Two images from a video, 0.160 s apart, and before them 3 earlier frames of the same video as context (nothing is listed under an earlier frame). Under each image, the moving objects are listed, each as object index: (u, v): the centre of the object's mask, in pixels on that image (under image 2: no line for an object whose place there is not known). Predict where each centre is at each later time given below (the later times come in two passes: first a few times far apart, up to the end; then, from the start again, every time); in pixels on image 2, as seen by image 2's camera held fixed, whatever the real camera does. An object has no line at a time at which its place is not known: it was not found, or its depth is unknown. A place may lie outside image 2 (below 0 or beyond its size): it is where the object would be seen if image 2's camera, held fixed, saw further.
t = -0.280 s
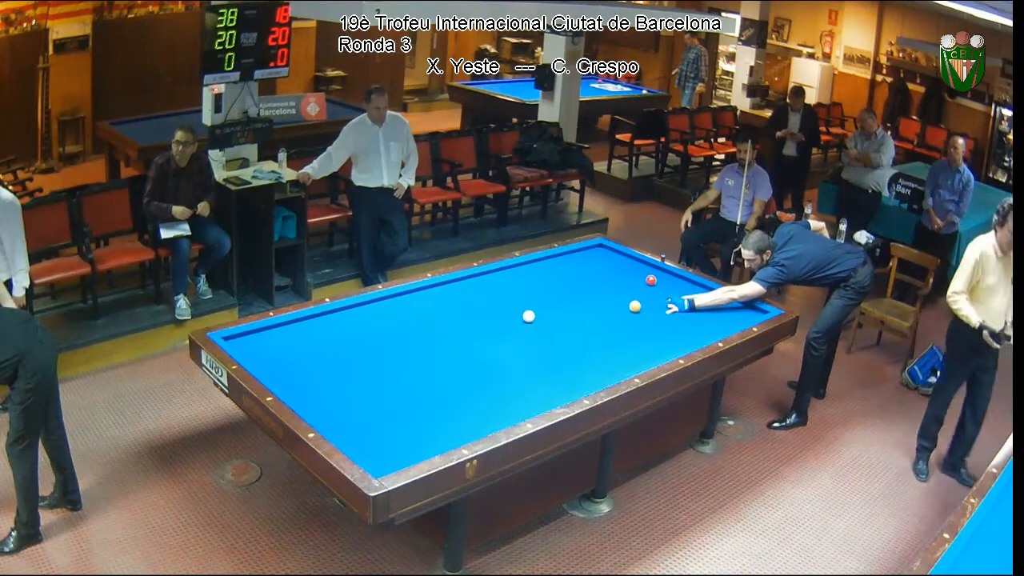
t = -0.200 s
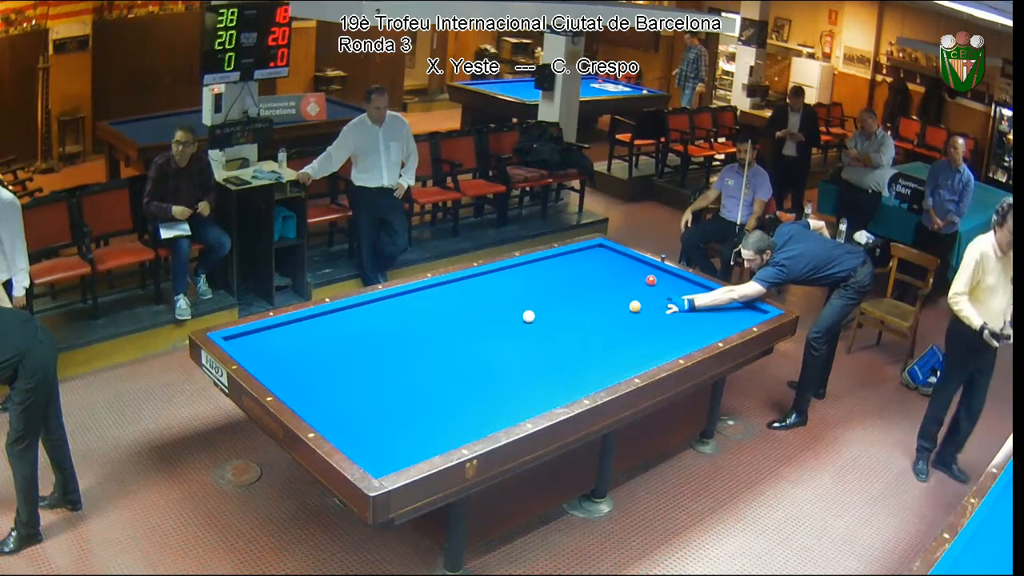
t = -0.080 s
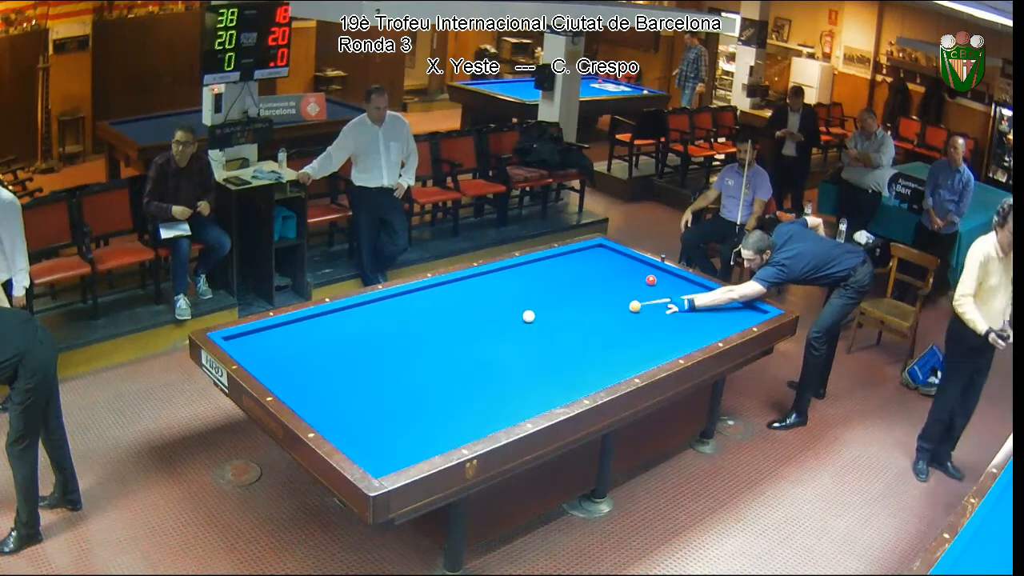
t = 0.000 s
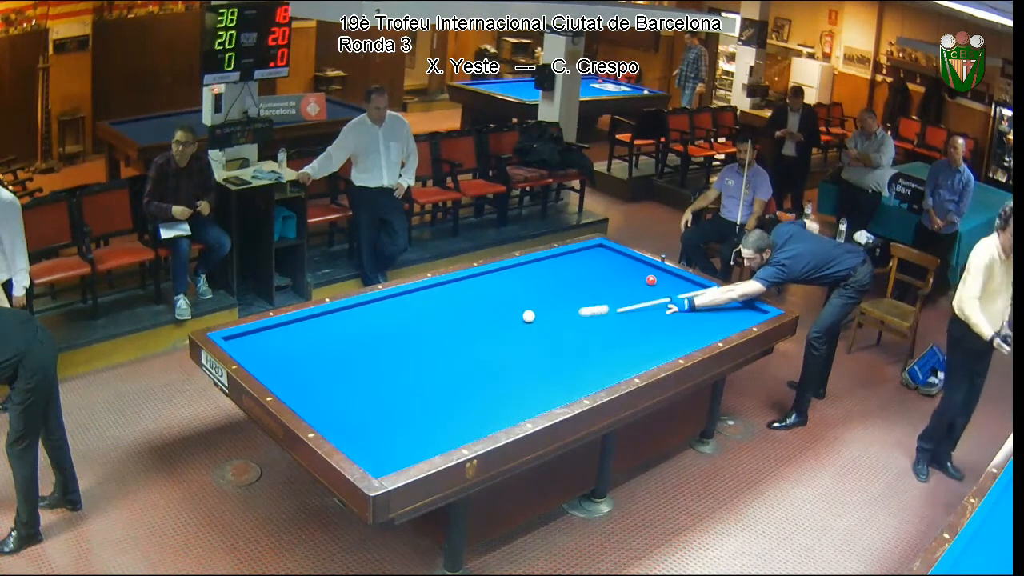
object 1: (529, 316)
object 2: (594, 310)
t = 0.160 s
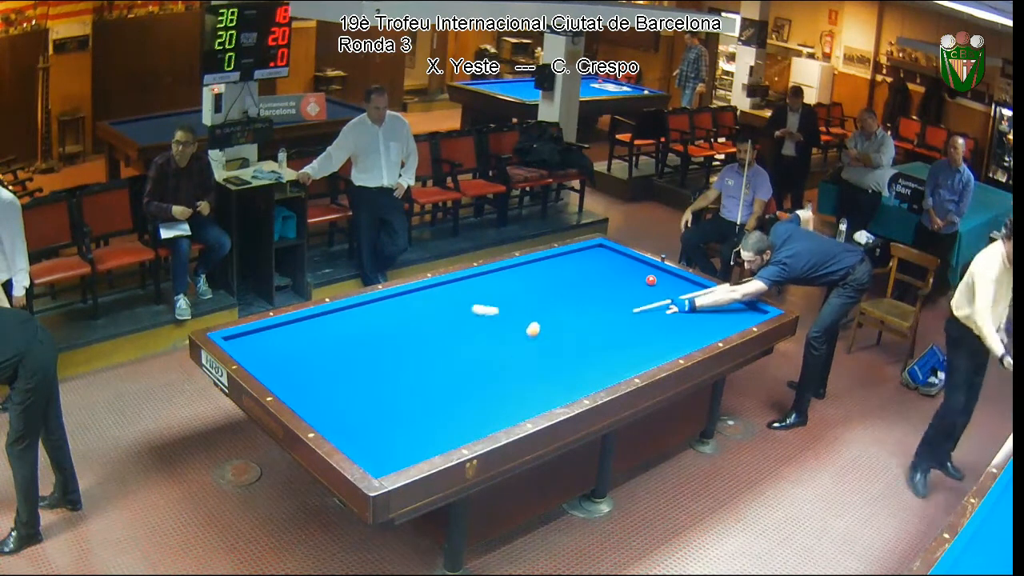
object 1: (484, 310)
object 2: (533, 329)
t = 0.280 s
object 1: (422, 302)
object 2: (521, 347)
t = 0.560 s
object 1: (383, 325)
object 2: (486, 390)
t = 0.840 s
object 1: (375, 363)
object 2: (445, 438)
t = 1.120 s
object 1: (366, 406)
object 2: (378, 440)
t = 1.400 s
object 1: (374, 451)
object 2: (400, 399)
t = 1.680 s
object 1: (405, 433)
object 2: (410, 368)
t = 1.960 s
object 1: (417, 405)
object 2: (420, 341)
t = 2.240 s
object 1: (427, 380)
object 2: (428, 317)
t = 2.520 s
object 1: (436, 359)
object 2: (435, 297)
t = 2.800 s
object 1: (444, 339)
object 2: (455, 284)
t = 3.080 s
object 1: (452, 322)
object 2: (496, 282)
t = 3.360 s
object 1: (458, 306)
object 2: (536, 281)
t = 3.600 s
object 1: (464, 294)
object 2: (568, 279)
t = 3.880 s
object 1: (470, 280)
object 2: (604, 278)
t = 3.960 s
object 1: (471, 277)
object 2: (613, 278)
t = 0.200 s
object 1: (463, 307)
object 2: (529, 335)
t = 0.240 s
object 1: (442, 304)
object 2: (525, 341)
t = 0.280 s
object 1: (422, 302)
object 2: (521, 347)
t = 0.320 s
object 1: (402, 299)
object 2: (517, 354)
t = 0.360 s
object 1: (387, 298)
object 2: (512, 360)
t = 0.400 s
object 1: (384, 303)
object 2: (507, 366)
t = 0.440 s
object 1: (384, 309)
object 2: (502, 372)
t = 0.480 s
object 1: (384, 314)
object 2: (497, 378)
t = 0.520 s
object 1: (383, 320)
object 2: (492, 384)
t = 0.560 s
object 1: (383, 325)
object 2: (486, 390)
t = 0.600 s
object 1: (382, 330)
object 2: (481, 396)
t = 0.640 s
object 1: (381, 336)
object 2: (475, 403)
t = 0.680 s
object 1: (380, 341)
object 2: (470, 410)
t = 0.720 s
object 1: (378, 346)
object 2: (464, 417)
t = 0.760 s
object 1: (377, 352)
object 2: (458, 424)
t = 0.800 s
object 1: (376, 357)
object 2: (451, 431)
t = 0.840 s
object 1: (375, 363)
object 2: (445, 438)
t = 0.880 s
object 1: (374, 369)
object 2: (432, 442)
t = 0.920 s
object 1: (373, 374)
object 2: (415, 446)
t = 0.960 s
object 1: (371, 380)
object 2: (399, 449)
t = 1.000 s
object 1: (370, 386)
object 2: (383, 452)
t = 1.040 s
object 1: (368, 393)
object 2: (370, 453)
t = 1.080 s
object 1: (367, 399)
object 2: (373, 448)
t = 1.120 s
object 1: (366, 406)
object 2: (378, 440)
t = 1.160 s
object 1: (365, 413)
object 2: (383, 433)
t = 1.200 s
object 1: (363, 420)
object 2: (387, 427)
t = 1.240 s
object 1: (361, 427)
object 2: (390, 421)
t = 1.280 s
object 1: (360, 434)
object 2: (393, 415)
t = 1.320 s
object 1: (359, 441)
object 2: (396, 409)
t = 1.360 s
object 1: (362, 447)
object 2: (398, 405)
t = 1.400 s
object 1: (374, 451)
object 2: (400, 399)
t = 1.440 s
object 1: (385, 454)
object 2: (401, 395)
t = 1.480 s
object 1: (396, 456)
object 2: (403, 390)
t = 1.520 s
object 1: (401, 453)
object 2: (404, 385)
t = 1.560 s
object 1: (401, 448)
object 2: (406, 381)
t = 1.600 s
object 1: (402, 443)
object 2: (407, 377)
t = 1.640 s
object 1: (404, 437)
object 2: (409, 373)
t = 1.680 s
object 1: (405, 433)
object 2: (410, 368)
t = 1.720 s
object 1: (407, 429)
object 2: (412, 364)
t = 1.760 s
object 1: (408, 425)
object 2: (413, 360)
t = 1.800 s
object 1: (410, 421)
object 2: (415, 356)
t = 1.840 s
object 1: (412, 417)
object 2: (416, 352)
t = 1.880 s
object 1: (413, 413)
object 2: (417, 349)
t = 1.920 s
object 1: (415, 409)
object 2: (419, 345)
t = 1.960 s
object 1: (417, 405)
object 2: (420, 341)
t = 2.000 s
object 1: (418, 402)
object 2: (421, 337)
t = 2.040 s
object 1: (420, 398)
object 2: (422, 334)
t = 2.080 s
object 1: (421, 394)
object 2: (423, 331)
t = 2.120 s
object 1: (422, 391)
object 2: (425, 327)
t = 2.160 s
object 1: (424, 387)
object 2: (426, 324)
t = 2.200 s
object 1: (425, 384)
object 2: (427, 321)
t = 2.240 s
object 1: (427, 380)
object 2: (428, 317)
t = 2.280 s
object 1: (428, 377)
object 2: (429, 314)
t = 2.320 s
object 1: (429, 374)
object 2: (430, 311)
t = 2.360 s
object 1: (431, 371)
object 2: (431, 308)
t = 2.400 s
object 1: (432, 368)
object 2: (432, 305)
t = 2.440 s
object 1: (434, 365)
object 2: (433, 302)
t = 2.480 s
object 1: (435, 362)
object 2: (434, 300)
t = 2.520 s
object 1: (436, 359)
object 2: (435, 297)
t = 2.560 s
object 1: (437, 356)
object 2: (436, 294)
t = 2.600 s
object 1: (439, 353)
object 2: (437, 291)
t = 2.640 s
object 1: (440, 350)
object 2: (438, 289)
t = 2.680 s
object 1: (441, 347)
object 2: (439, 286)
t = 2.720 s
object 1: (442, 344)
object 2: (442, 284)
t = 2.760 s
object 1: (443, 342)
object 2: (448, 284)
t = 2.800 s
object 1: (444, 339)
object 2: (455, 284)
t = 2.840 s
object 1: (445, 336)
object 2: (461, 284)
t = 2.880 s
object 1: (447, 334)
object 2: (467, 284)
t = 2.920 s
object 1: (447, 331)
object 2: (473, 284)
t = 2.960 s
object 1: (448, 329)
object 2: (479, 283)
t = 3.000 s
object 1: (450, 326)
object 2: (484, 283)
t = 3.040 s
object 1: (451, 324)
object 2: (490, 283)
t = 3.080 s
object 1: (452, 322)
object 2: (496, 282)
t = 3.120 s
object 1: (453, 319)
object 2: (502, 282)
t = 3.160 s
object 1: (454, 317)
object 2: (508, 282)
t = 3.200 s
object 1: (455, 315)
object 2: (513, 282)
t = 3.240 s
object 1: (456, 313)
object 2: (519, 281)
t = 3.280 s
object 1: (457, 310)
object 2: (524, 281)
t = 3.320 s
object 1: (457, 308)
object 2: (530, 281)
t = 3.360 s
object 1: (458, 306)
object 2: (536, 281)
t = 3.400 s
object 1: (459, 304)
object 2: (541, 281)
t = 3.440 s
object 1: (460, 302)
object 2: (546, 280)
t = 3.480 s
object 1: (461, 300)
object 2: (552, 280)
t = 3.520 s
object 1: (462, 297)
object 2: (557, 280)
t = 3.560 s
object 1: (463, 295)
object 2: (563, 280)
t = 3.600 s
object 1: (464, 294)
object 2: (568, 279)
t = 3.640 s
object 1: (465, 291)
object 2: (573, 279)
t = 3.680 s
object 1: (466, 290)
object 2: (578, 279)
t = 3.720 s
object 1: (467, 288)
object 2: (583, 279)
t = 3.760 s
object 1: (467, 286)
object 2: (588, 279)
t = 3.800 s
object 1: (468, 284)
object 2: (593, 278)
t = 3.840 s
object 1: (469, 282)
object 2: (598, 278)
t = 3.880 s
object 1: (470, 280)
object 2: (604, 278)
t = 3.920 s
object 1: (470, 279)
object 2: (608, 278)
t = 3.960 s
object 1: (471, 277)
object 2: (613, 278)
